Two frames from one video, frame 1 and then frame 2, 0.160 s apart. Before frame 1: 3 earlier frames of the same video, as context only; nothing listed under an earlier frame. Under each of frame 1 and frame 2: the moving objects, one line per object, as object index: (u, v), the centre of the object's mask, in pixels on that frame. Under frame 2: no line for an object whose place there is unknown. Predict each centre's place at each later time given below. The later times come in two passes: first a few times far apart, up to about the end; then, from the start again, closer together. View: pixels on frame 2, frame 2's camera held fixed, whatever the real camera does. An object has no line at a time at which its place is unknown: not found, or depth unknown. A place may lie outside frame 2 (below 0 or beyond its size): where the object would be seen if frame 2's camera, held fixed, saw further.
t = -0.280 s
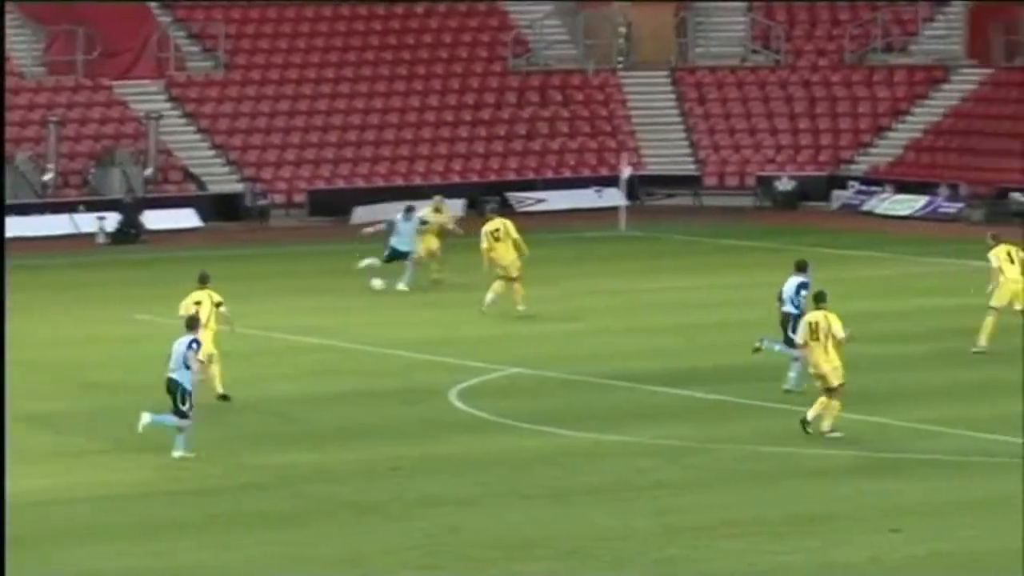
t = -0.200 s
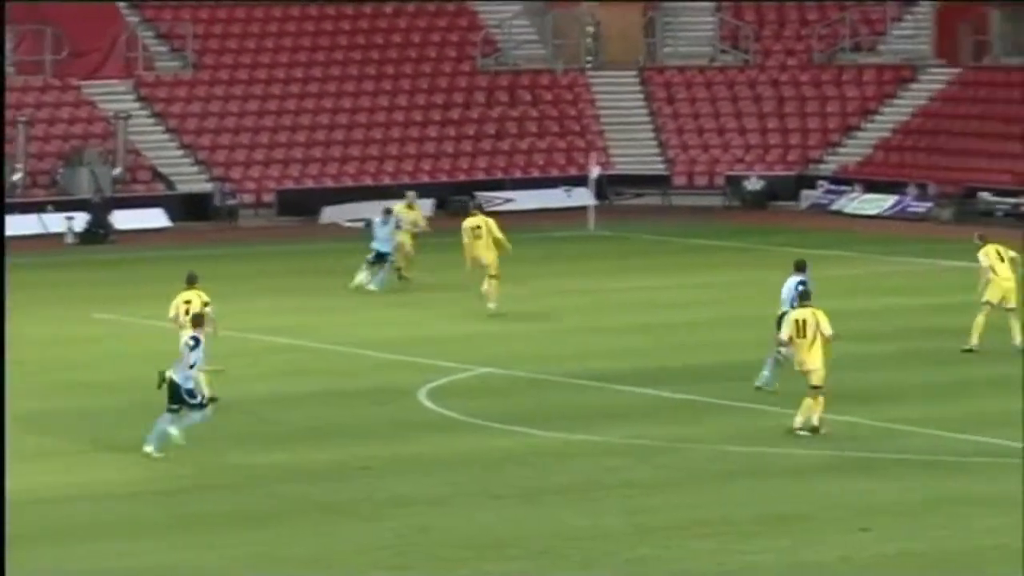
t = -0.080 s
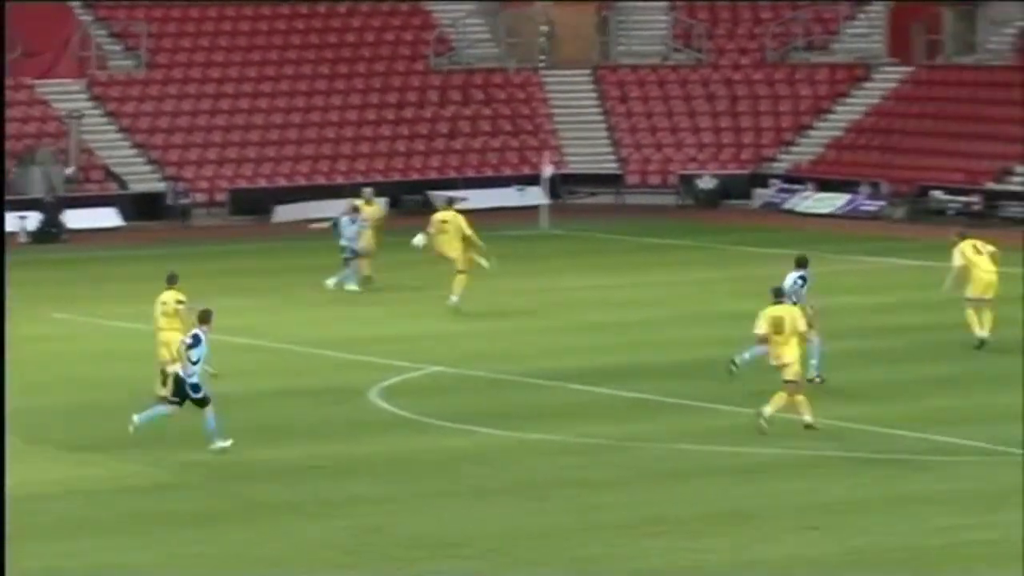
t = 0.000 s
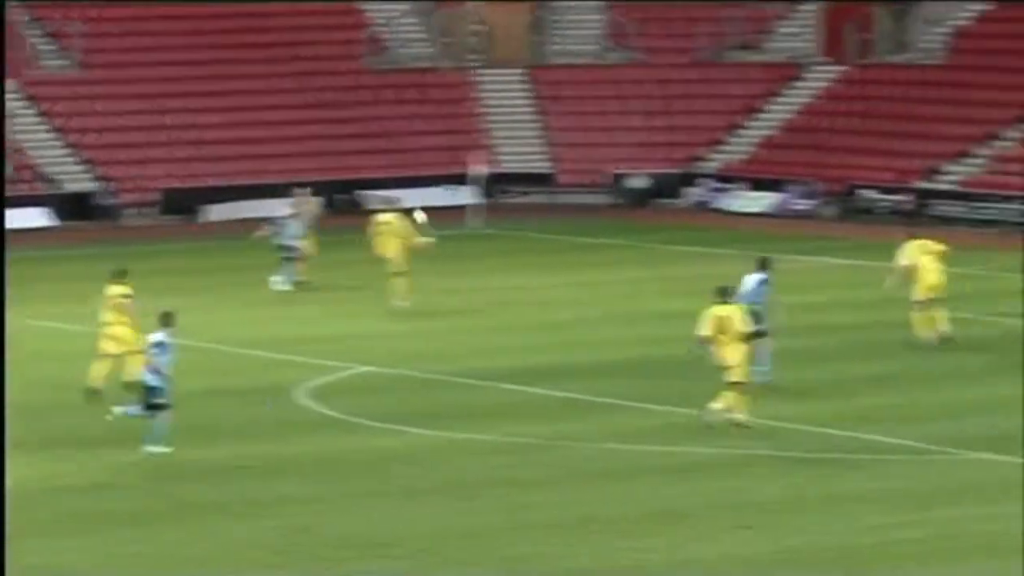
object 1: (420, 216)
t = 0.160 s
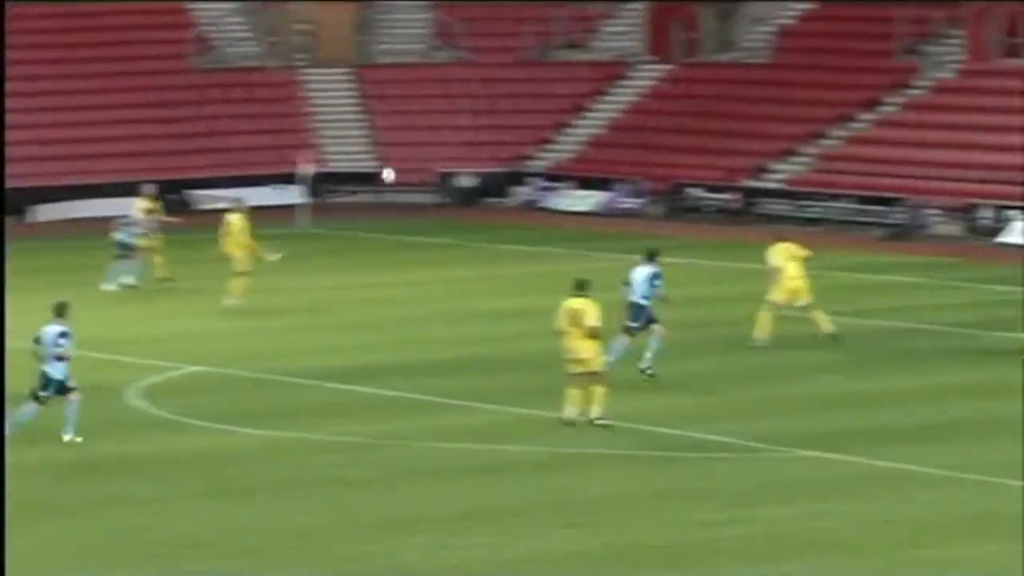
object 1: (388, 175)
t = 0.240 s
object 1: (462, 157)
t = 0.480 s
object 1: (672, 118)
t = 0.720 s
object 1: (876, 98)
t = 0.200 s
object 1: (426, 166)
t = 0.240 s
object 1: (462, 157)
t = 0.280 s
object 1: (498, 149)
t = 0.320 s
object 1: (535, 142)
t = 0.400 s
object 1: (605, 128)
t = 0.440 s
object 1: (639, 123)
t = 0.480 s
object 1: (672, 118)
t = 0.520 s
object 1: (707, 112)
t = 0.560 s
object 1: (740, 109)
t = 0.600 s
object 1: (776, 105)
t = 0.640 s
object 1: (809, 101)
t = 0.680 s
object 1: (843, 99)
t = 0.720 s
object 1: (876, 98)
